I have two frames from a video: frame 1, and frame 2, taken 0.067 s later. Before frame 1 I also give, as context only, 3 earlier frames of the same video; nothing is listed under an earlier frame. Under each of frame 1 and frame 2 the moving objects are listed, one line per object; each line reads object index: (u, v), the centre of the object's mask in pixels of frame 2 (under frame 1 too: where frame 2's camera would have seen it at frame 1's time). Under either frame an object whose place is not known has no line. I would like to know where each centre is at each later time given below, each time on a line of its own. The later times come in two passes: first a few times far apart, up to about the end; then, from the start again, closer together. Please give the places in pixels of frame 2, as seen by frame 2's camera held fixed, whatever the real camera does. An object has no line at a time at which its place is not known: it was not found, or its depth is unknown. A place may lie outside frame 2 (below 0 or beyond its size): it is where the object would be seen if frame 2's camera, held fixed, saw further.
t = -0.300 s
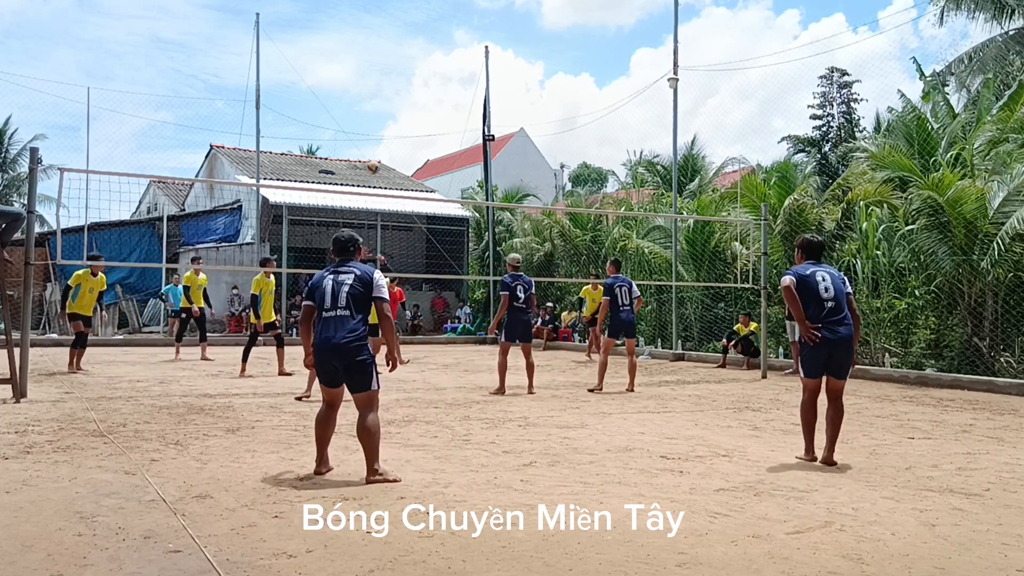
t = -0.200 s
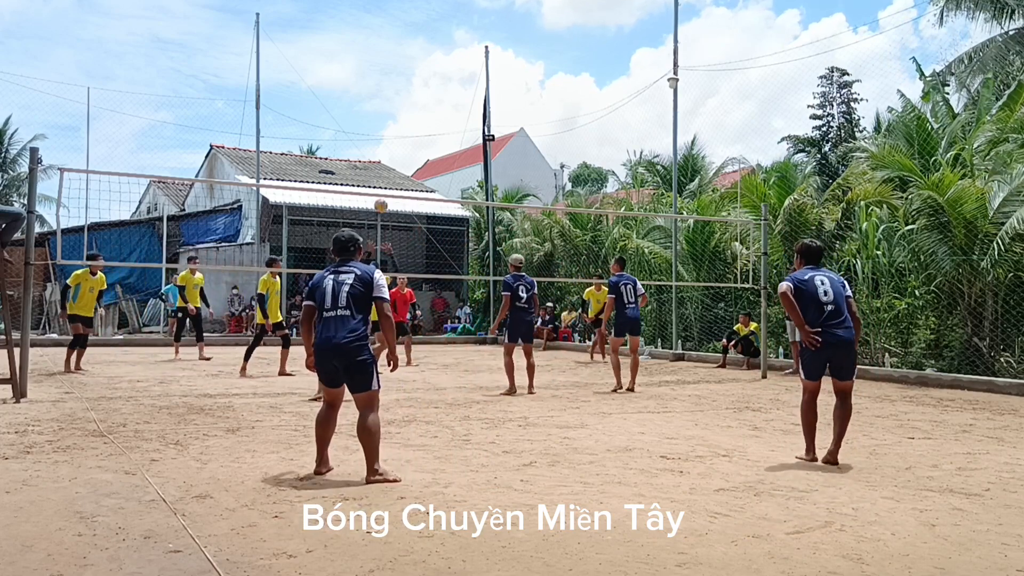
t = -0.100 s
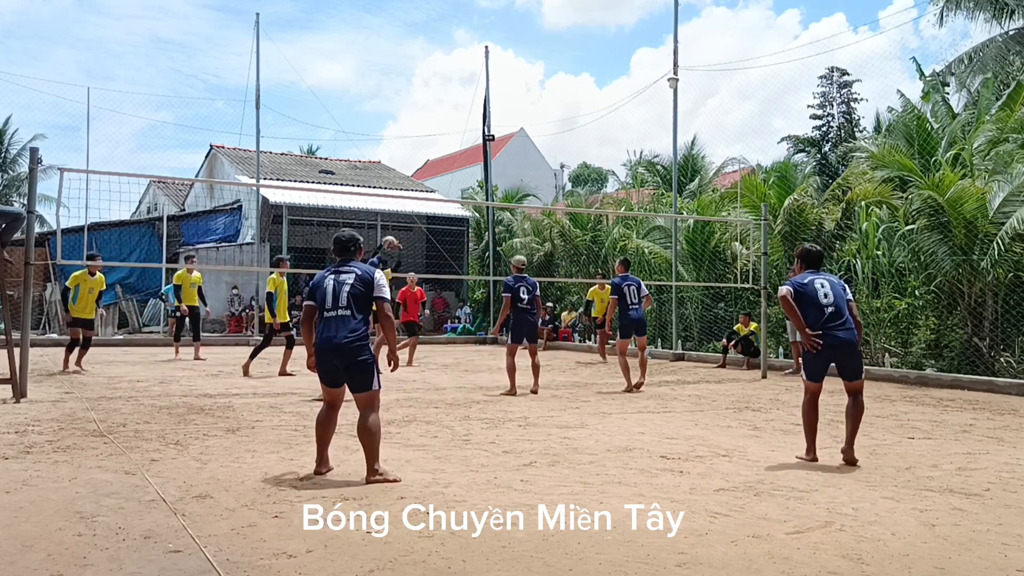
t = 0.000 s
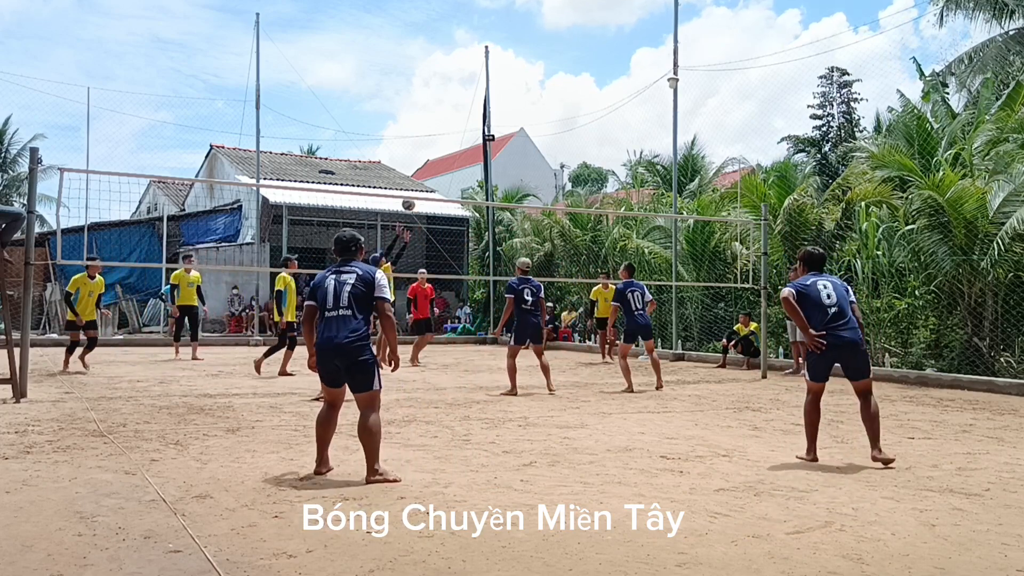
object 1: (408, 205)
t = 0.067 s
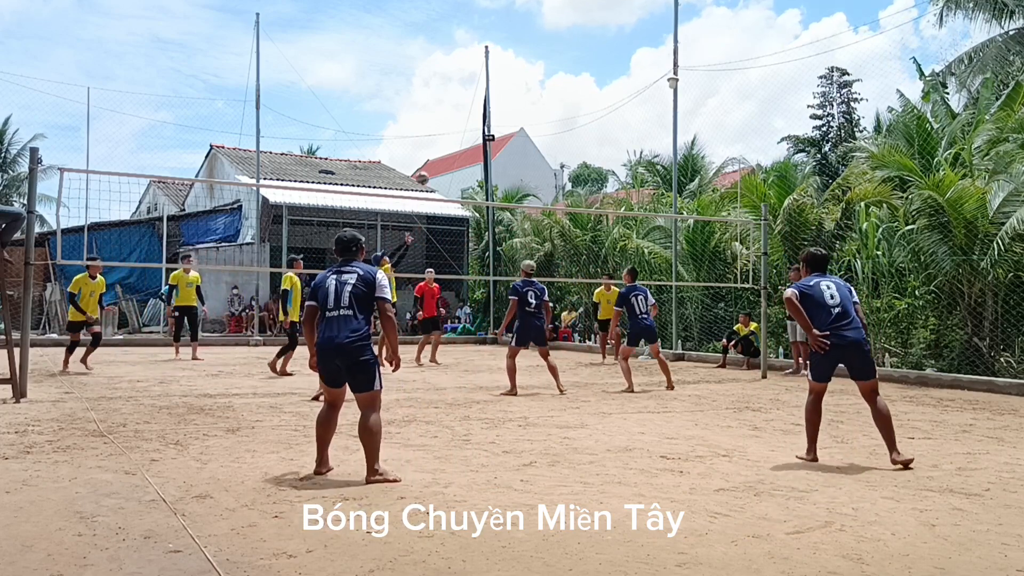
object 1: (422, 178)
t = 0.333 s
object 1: (476, 104)
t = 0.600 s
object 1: (528, 76)
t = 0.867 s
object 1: (579, 94)
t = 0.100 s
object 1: (429, 166)
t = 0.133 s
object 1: (435, 155)
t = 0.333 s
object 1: (476, 104)
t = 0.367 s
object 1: (483, 98)
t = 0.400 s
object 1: (489, 92)
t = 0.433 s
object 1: (496, 88)
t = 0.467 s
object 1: (502, 84)
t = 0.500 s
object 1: (509, 81)
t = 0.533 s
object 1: (515, 79)
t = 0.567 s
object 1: (522, 77)
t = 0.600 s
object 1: (528, 76)
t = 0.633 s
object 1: (535, 76)
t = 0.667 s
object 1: (541, 76)
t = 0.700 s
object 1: (547, 78)
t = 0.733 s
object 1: (554, 79)
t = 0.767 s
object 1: (560, 82)
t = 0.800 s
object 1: (566, 85)
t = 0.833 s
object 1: (573, 89)
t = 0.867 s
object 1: (579, 94)
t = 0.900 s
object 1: (585, 99)
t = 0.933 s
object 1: (591, 105)
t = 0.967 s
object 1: (597, 112)
